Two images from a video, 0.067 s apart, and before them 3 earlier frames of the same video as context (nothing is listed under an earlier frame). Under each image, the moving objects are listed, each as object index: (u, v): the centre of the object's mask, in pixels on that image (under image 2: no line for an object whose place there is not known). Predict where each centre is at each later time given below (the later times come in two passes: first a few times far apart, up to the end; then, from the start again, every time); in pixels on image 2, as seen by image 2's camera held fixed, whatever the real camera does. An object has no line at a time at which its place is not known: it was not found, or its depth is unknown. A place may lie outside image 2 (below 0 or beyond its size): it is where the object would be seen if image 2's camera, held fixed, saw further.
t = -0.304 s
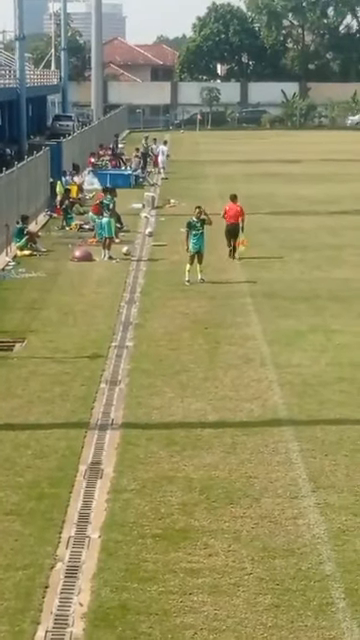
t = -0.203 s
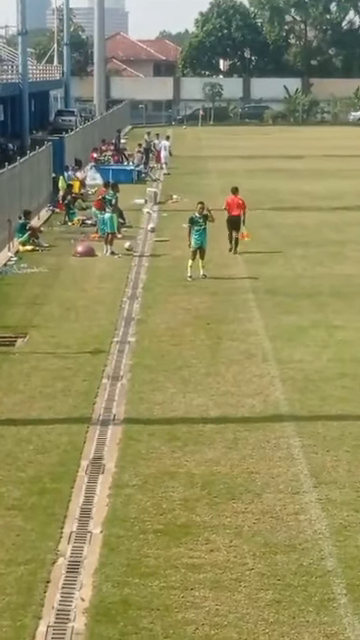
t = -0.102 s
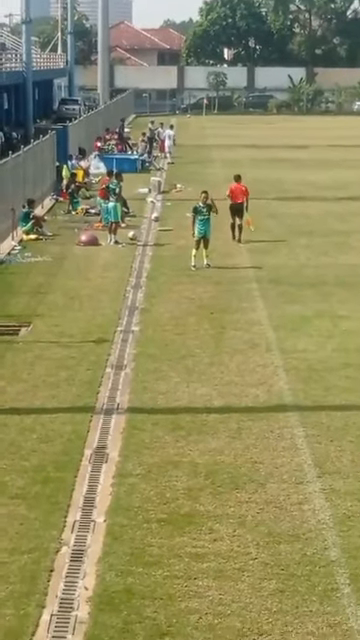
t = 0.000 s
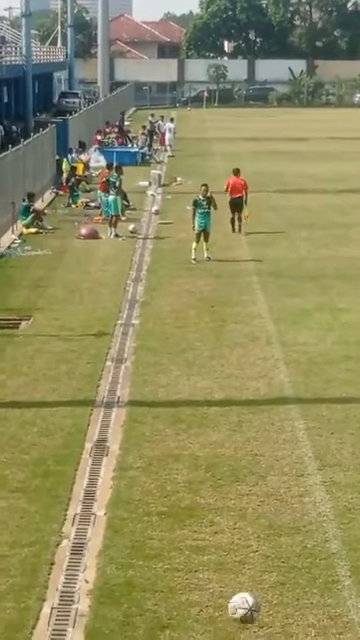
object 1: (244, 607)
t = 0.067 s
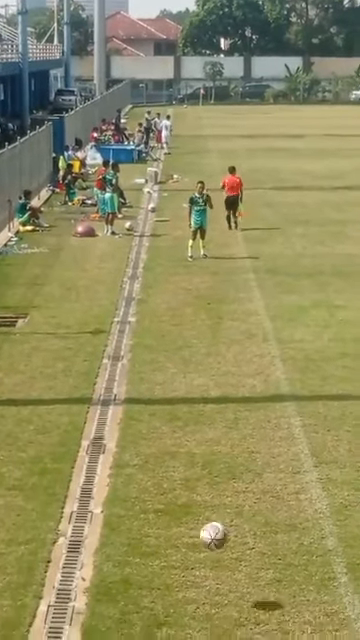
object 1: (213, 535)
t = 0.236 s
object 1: (173, 437)
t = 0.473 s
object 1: (154, 393)
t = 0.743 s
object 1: (155, 326)
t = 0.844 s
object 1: (158, 321)
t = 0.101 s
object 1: (203, 509)
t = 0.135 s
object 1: (194, 486)
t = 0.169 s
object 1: (185, 466)
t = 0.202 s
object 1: (179, 450)
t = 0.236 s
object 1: (173, 437)
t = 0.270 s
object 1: (168, 426)
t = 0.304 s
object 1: (165, 416)
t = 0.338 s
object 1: (162, 408)
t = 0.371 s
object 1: (158, 403)
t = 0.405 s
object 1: (155, 399)
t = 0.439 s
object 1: (154, 395)
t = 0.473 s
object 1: (154, 393)
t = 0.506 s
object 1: (153, 381)
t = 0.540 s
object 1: (153, 368)
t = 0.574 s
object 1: (153, 358)
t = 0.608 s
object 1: (153, 349)
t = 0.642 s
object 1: (154, 342)
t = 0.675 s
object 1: (155, 335)
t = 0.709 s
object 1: (154, 330)
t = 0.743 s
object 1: (155, 326)
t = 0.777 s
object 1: (156, 324)
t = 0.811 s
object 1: (156, 322)
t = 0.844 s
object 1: (158, 321)
